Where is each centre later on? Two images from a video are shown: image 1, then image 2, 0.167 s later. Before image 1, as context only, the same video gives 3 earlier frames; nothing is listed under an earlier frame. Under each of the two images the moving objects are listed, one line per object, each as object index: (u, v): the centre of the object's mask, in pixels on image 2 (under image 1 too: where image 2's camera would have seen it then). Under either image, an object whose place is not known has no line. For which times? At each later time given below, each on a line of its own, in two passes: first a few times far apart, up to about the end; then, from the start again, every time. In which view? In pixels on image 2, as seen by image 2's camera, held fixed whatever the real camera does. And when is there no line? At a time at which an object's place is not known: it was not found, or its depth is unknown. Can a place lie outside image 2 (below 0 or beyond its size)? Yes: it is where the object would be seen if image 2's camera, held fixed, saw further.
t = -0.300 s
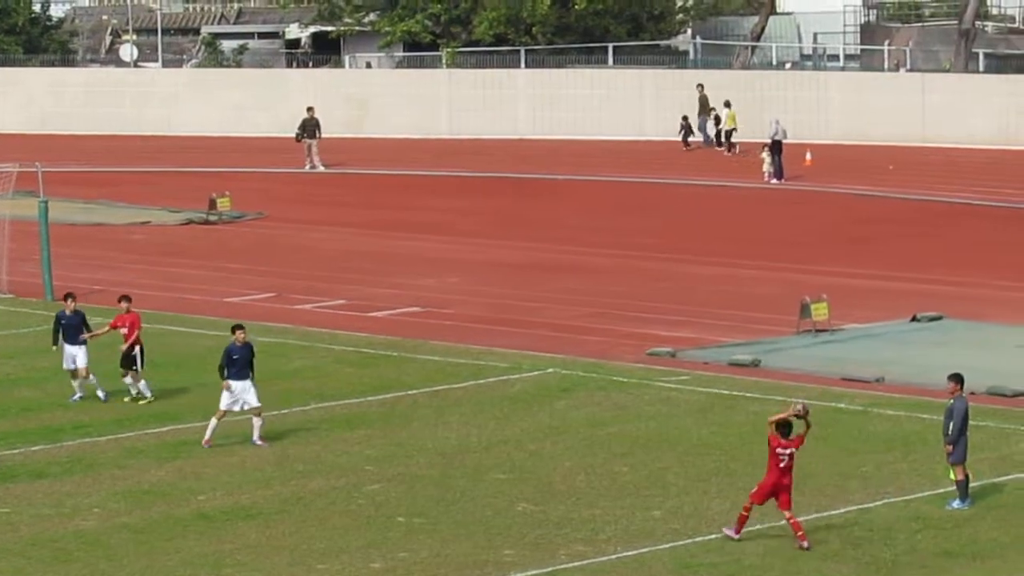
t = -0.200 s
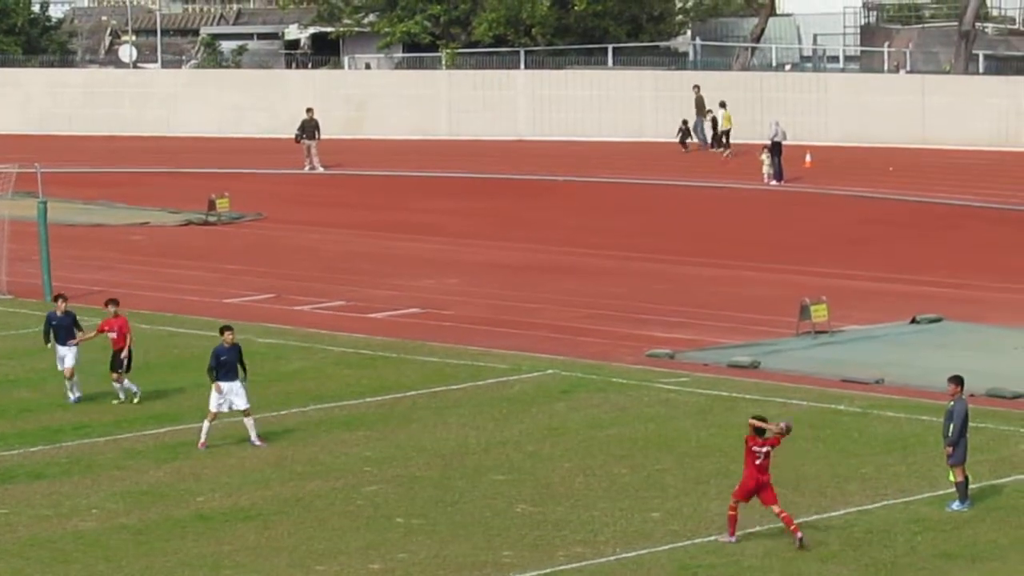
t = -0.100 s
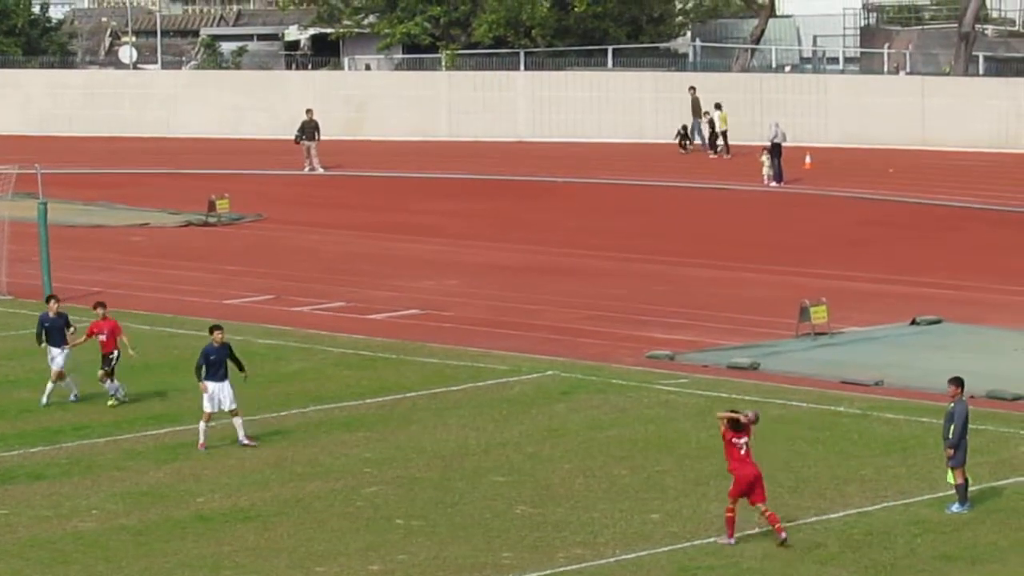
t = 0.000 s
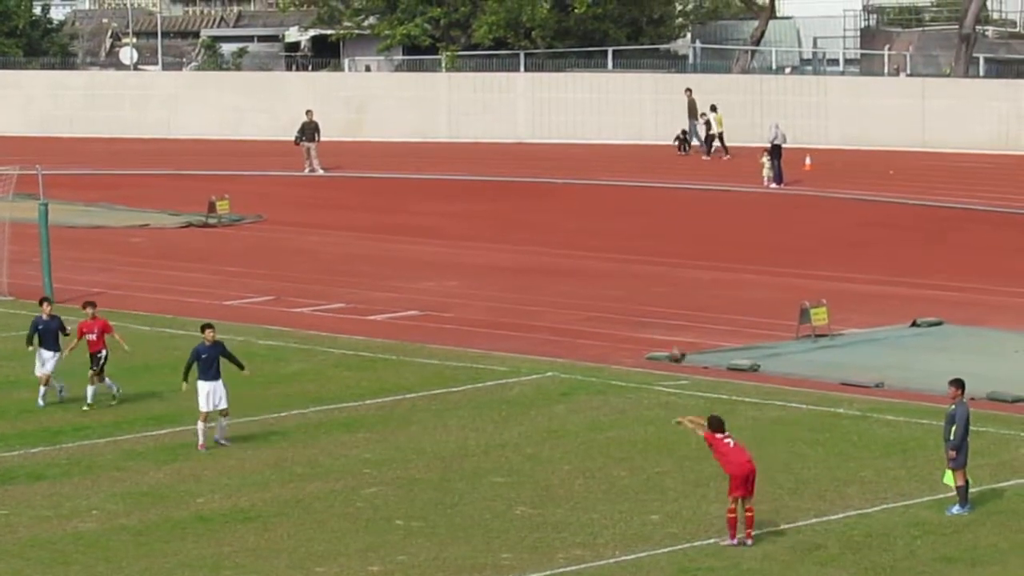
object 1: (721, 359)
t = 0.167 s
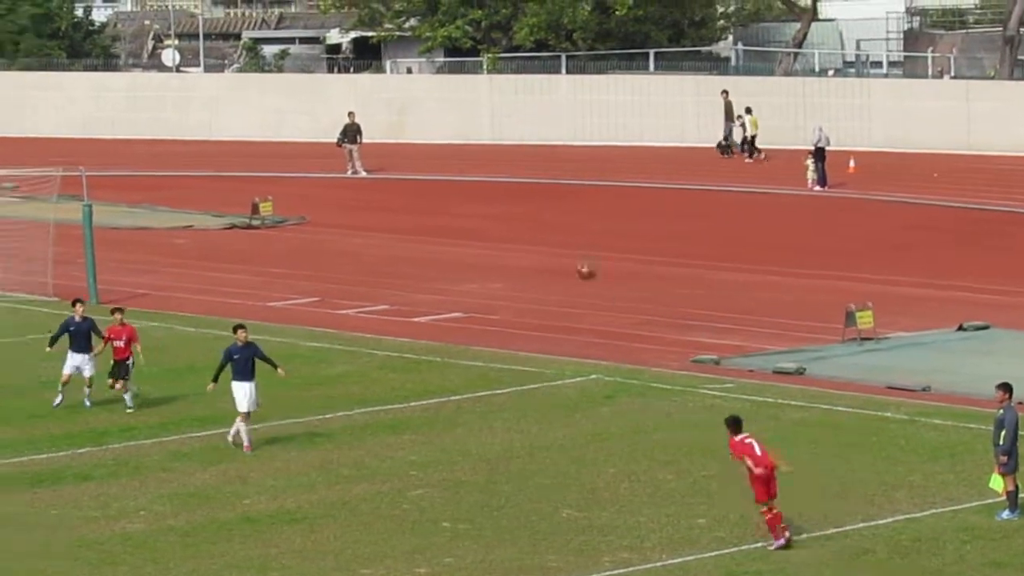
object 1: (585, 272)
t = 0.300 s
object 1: (488, 222)
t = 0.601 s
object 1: (282, 165)
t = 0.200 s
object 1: (560, 259)
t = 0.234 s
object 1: (535, 245)
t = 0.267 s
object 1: (511, 232)
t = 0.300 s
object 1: (488, 222)
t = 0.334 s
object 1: (464, 211)
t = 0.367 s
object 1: (440, 203)
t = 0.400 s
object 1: (417, 195)
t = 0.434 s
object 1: (394, 188)
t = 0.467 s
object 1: (371, 182)
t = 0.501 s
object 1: (349, 176)
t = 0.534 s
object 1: (327, 172)
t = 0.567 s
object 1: (304, 168)
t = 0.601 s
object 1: (282, 165)
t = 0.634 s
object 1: (260, 164)
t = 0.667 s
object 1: (239, 164)
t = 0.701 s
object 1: (218, 162)
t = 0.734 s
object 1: (198, 164)
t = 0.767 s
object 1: (178, 166)
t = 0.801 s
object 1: (158, 168)
